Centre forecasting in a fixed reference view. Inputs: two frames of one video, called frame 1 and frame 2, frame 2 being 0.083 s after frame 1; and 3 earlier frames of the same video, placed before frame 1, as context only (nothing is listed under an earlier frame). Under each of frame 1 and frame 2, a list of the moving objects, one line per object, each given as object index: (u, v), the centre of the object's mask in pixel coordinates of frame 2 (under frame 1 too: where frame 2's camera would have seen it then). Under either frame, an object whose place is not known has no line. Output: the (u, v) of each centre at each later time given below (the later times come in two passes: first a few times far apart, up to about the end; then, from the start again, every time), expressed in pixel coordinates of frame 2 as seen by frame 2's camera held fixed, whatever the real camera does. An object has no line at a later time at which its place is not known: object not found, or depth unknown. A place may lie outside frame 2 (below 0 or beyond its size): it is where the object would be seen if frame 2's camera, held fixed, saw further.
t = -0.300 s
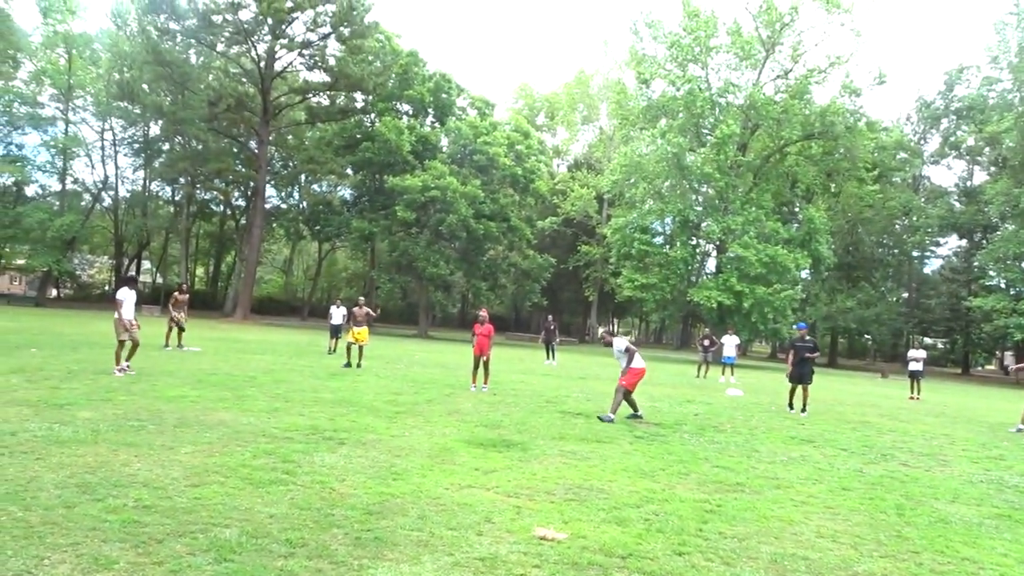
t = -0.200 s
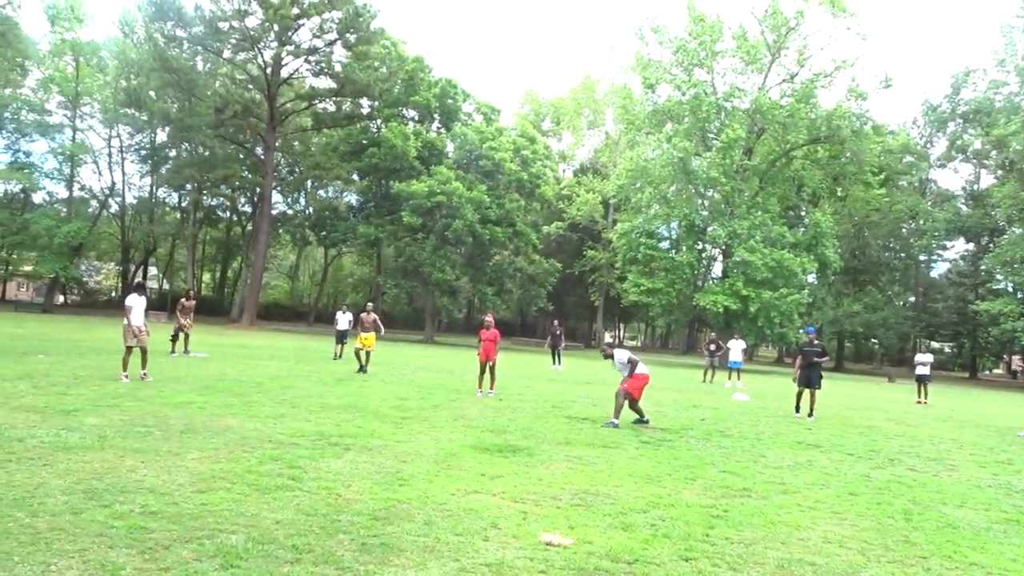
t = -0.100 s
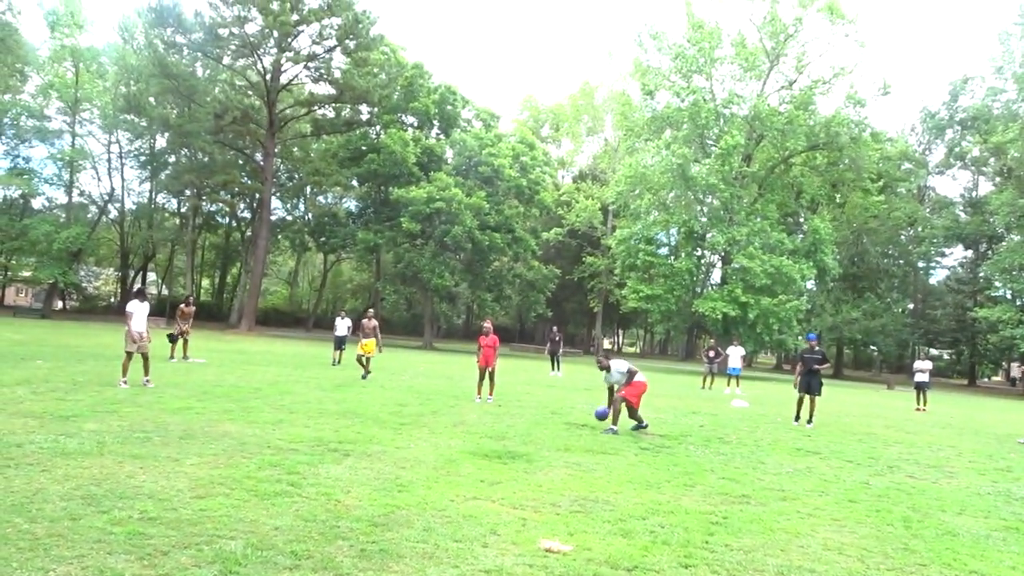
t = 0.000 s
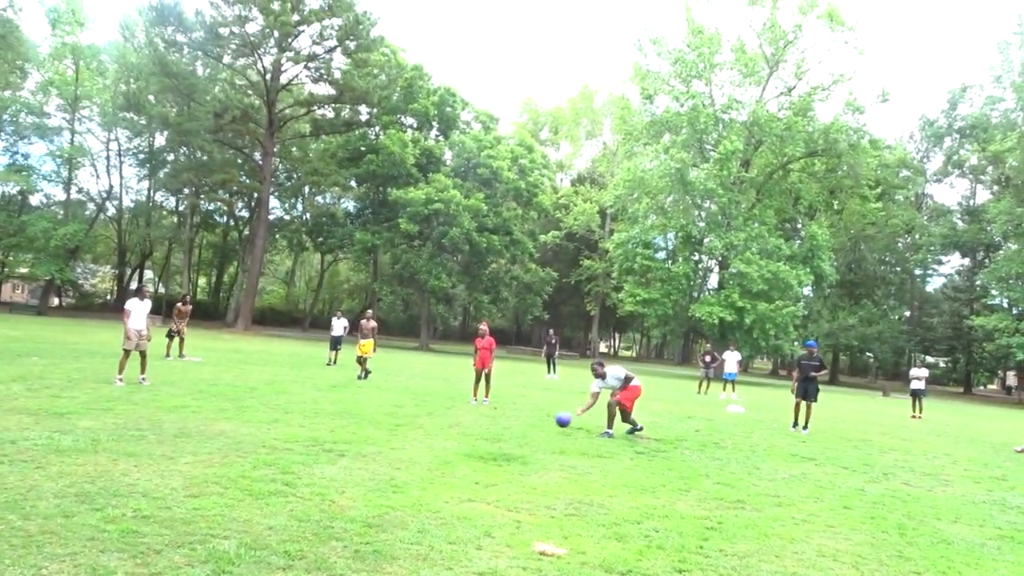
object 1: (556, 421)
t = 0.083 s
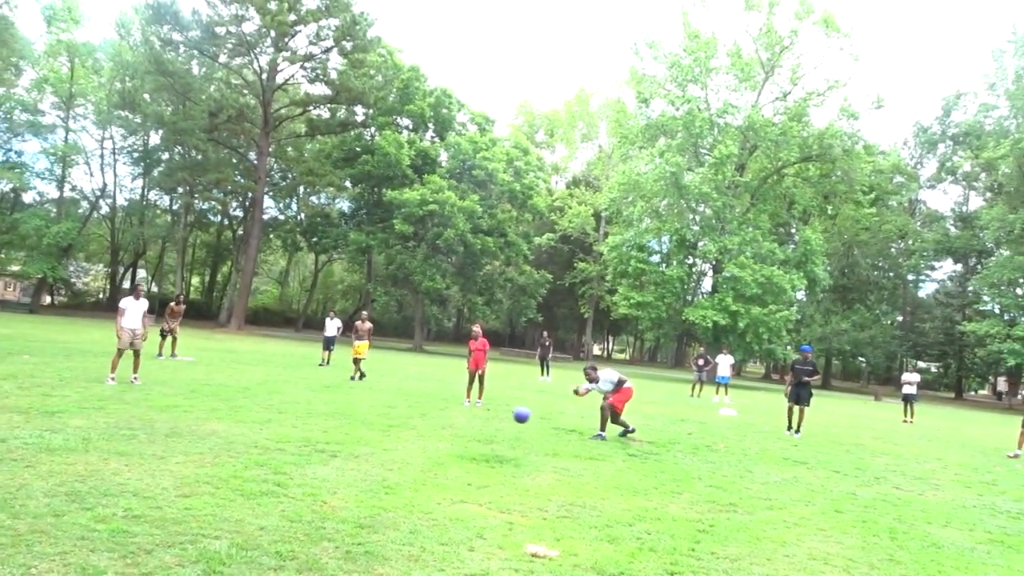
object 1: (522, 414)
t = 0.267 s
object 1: (427, 416)
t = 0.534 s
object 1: (258, 437)
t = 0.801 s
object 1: (84, 445)
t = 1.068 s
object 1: (-137, 454)
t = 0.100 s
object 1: (514, 414)
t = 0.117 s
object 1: (506, 413)
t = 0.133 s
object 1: (498, 412)
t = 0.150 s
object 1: (491, 412)
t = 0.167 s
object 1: (482, 412)
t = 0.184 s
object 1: (473, 412)
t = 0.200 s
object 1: (465, 412)
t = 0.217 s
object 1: (456, 413)
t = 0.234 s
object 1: (447, 414)
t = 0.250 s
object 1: (437, 415)
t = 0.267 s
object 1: (427, 416)
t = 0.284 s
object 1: (417, 418)
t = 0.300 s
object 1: (407, 420)
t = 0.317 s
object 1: (396, 422)
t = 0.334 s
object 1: (386, 425)
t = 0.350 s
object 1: (374, 428)
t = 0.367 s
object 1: (363, 432)
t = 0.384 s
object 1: (351, 435)
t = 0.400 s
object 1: (339, 439)
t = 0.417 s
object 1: (326, 444)
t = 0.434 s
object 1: (314, 448)
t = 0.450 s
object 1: (303, 450)
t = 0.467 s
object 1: (294, 448)
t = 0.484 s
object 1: (286, 446)
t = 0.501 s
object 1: (277, 443)
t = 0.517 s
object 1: (267, 440)
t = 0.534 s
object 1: (258, 437)
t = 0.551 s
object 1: (248, 436)
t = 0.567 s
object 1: (238, 434)
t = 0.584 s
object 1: (228, 433)
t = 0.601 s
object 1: (219, 432)
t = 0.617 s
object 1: (209, 431)
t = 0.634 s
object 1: (198, 430)
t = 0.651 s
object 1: (187, 430)
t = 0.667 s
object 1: (177, 430)
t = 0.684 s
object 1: (165, 431)
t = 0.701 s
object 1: (155, 432)
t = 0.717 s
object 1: (144, 433)
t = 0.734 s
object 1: (133, 434)
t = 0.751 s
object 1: (121, 436)
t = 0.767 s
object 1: (109, 438)
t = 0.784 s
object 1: (97, 441)
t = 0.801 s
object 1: (84, 445)
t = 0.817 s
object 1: (72, 448)
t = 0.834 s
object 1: (60, 452)
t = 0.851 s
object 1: (47, 456)
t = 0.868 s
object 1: (33, 459)
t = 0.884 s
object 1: (20, 459)
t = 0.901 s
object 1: (6, 458)
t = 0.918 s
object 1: (-7, 456)
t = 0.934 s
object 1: (-20, 455)
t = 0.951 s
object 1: (-34, 453)
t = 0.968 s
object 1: (-48, 452)
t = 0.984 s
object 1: (-63, 451)
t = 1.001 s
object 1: (-78, 451)
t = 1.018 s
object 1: (-92, 452)
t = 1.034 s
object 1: (-106, 452)
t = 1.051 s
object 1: (-122, 453)
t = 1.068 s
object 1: (-137, 454)
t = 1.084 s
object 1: (-153, 456)
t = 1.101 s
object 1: (-170, 458)
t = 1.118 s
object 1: (-187, 461)
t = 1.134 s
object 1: (-204, 465)
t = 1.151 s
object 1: (-221, 468)
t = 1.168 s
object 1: (-239, 468)
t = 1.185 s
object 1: (-257, 467)
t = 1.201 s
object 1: (-274, 466)
